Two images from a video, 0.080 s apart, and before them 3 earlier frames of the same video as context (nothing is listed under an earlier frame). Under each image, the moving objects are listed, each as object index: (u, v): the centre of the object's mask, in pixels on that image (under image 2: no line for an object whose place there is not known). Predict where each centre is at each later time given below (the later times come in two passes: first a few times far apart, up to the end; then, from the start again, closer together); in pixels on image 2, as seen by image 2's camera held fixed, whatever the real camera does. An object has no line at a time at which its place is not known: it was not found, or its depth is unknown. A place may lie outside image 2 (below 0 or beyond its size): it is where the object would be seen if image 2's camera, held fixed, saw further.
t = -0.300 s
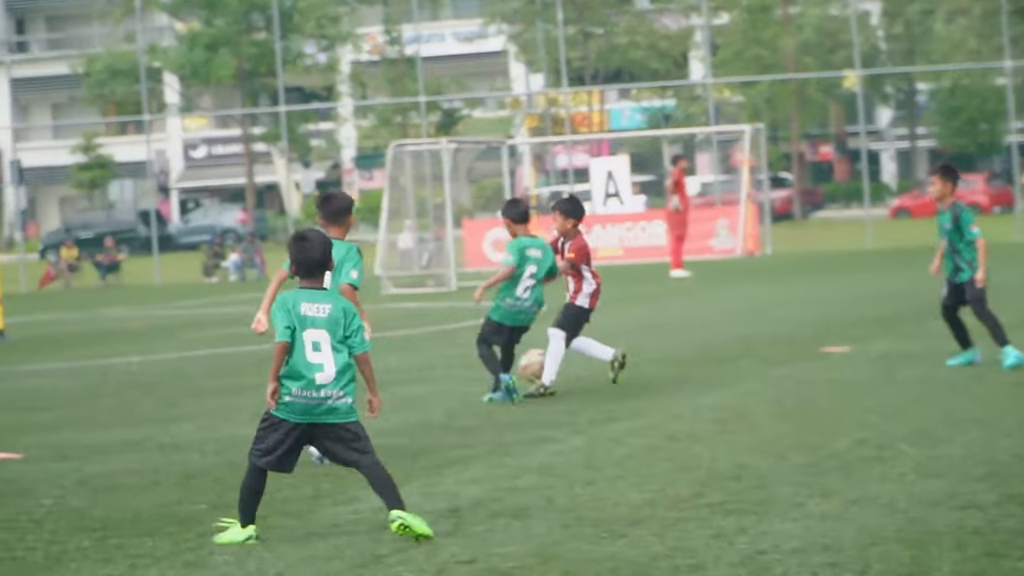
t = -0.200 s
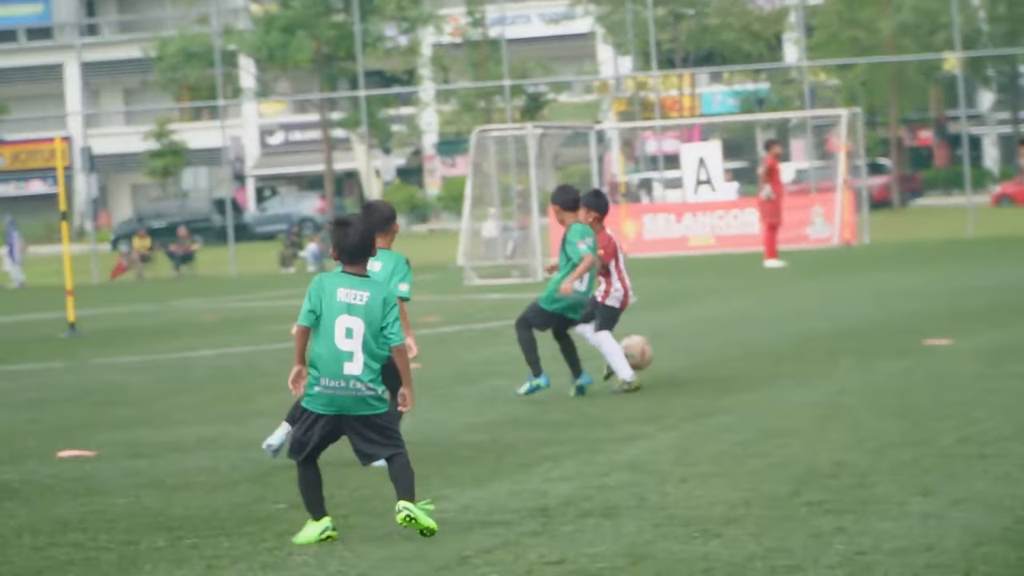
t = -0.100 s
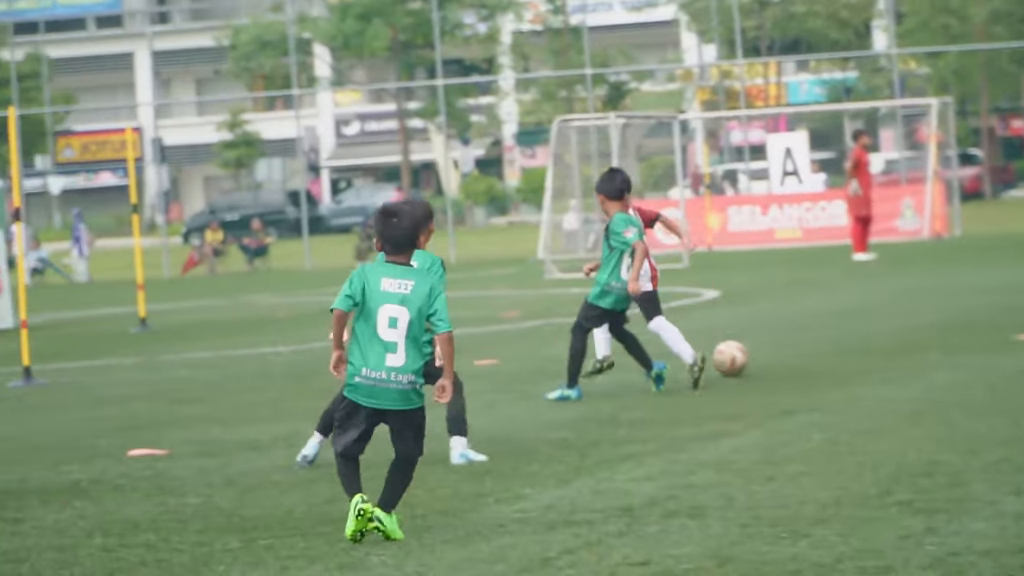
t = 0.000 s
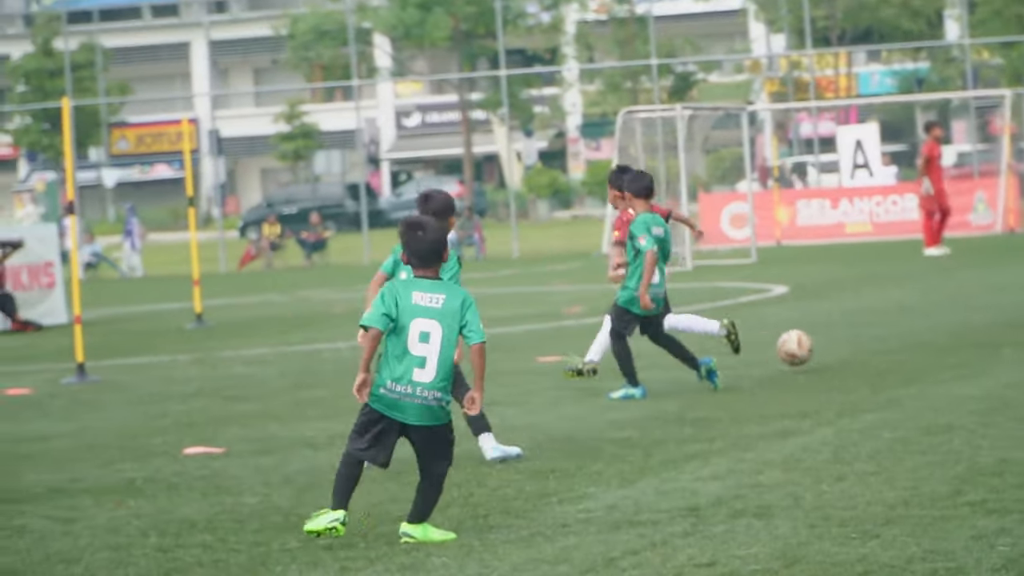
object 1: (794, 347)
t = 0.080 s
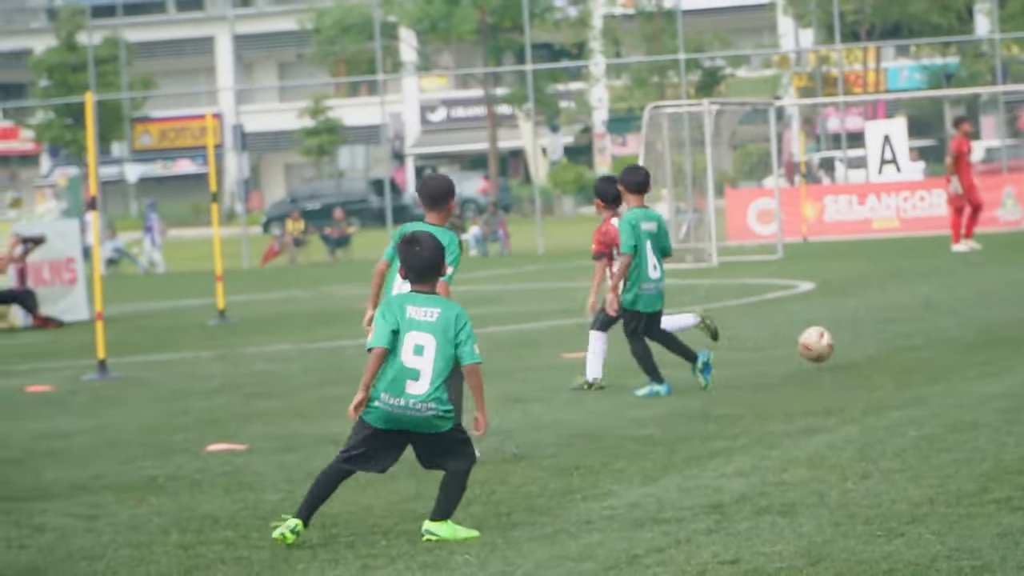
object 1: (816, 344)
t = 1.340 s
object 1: (754, 333)
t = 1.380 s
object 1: (752, 333)
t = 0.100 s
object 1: (815, 345)
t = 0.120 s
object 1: (813, 347)
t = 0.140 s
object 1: (811, 349)
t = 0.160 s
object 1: (809, 347)
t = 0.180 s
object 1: (808, 346)
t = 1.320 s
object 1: (754, 332)
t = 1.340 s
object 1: (754, 333)
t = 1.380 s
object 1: (752, 333)
